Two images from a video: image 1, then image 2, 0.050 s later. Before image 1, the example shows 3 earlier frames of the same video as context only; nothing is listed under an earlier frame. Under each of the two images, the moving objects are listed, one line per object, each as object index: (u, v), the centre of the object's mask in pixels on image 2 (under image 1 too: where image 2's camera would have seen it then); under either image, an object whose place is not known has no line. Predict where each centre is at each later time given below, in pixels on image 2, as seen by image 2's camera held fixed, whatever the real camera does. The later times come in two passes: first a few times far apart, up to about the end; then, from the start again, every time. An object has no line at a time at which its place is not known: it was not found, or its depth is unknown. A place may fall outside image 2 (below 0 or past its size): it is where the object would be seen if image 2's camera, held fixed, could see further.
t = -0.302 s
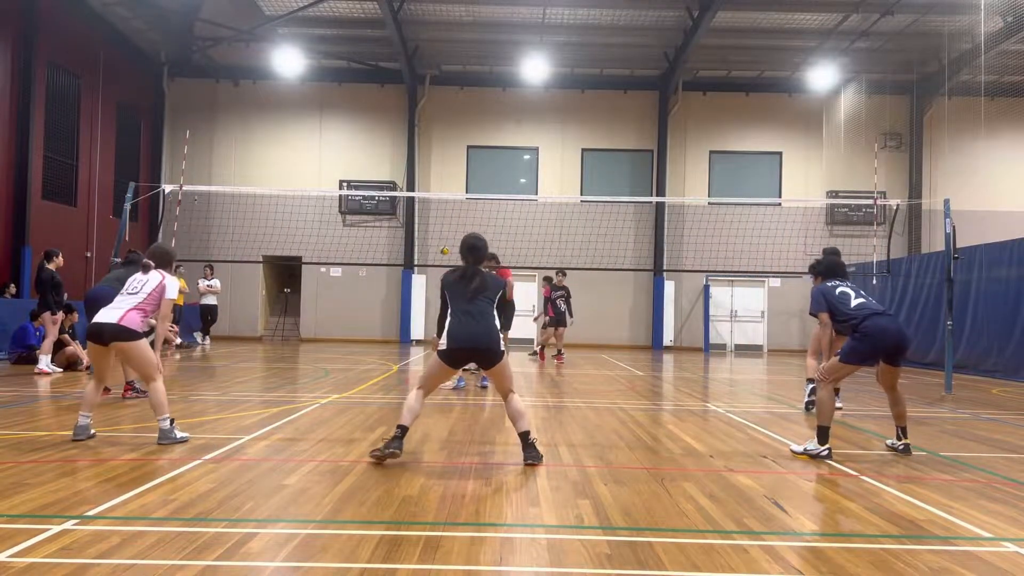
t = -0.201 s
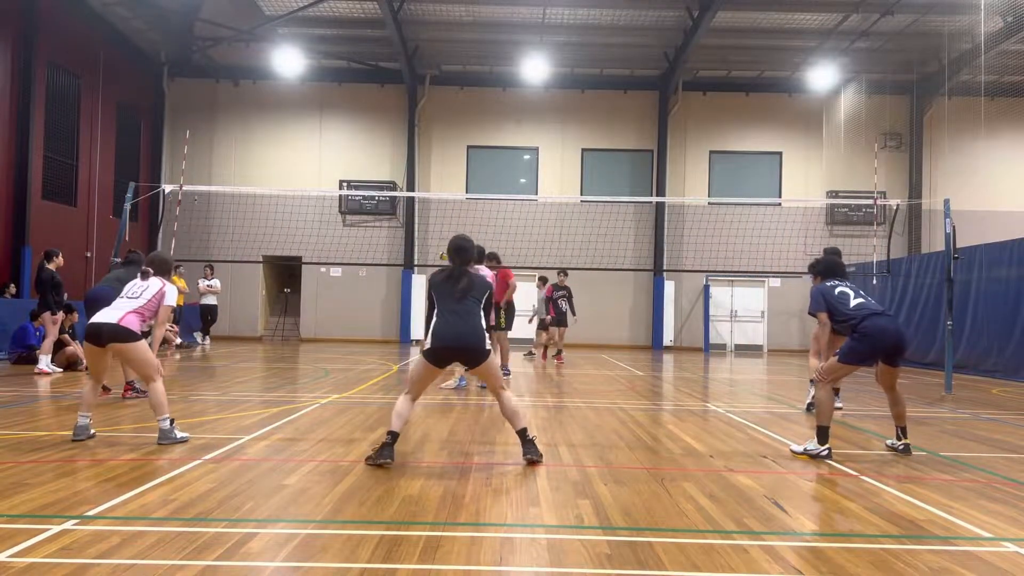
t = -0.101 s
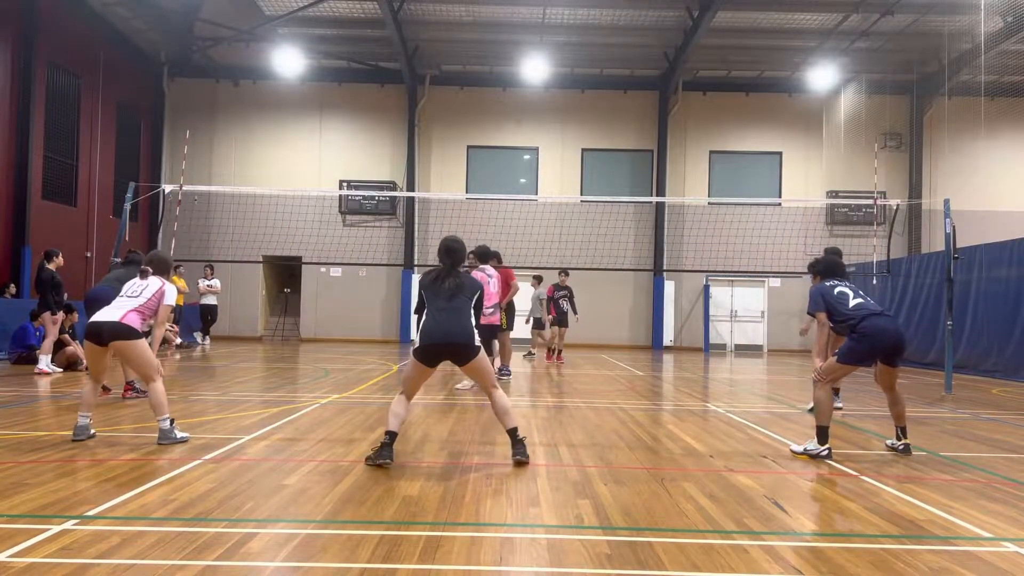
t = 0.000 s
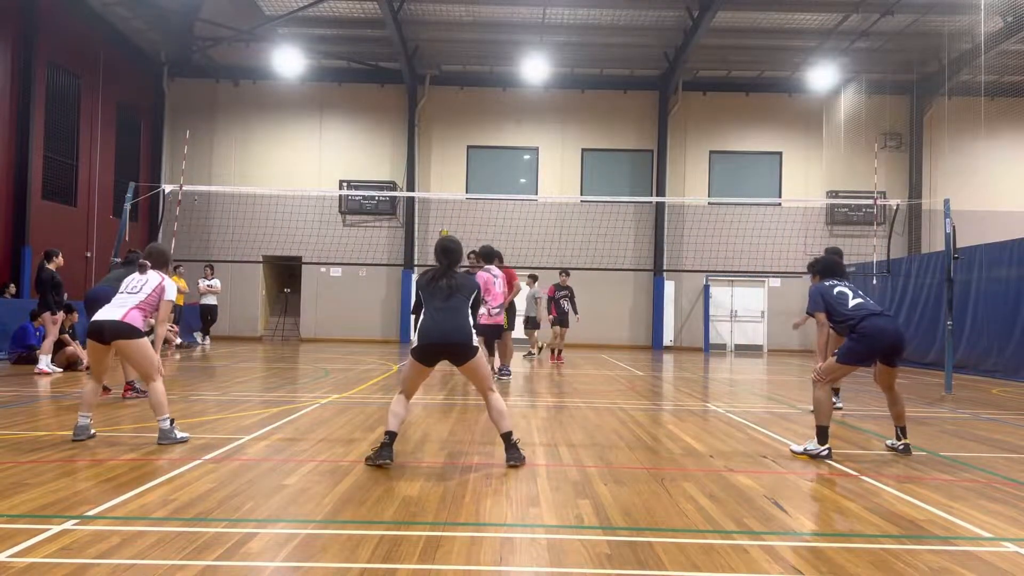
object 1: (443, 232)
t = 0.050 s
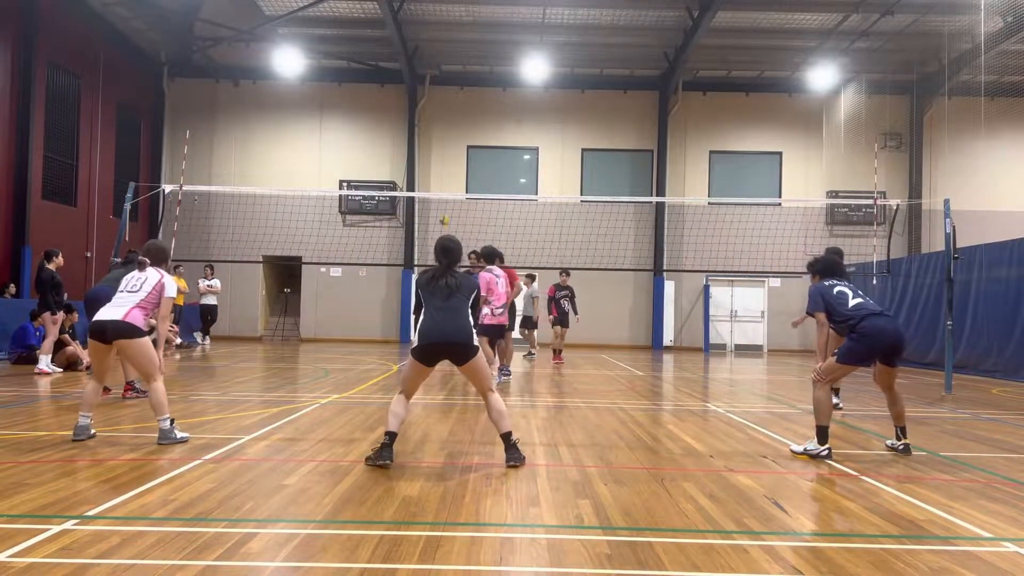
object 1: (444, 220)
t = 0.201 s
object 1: (446, 187)
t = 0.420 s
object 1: (450, 153)
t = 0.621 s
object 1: (453, 140)
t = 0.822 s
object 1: (458, 152)
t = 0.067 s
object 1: (444, 216)
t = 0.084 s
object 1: (445, 212)
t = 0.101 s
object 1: (444, 209)
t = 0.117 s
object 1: (444, 204)
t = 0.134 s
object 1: (444, 201)
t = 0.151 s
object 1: (445, 199)
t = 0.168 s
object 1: (446, 192)
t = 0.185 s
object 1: (446, 190)
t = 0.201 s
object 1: (446, 187)
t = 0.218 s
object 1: (446, 184)
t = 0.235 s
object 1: (447, 181)
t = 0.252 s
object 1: (447, 177)
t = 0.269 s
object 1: (447, 175)
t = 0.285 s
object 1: (448, 172)
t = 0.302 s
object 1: (447, 169)
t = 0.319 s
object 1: (447, 166)
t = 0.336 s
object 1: (448, 163)
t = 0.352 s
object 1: (448, 161)
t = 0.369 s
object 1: (449, 159)
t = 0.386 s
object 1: (449, 157)
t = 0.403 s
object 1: (449, 155)
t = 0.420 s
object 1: (450, 153)
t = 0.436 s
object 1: (450, 151)
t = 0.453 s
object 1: (451, 149)
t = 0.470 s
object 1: (450, 148)
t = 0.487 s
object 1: (451, 146)
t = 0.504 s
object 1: (451, 145)
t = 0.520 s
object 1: (451, 144)
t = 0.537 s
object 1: (451, 142)
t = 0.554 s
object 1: (452, 142)
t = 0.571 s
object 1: (452, 141)
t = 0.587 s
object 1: (452, 140)
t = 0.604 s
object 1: (452, 140)
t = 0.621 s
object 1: (453, 140)
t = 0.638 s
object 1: (453, 140)
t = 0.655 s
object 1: (454, 140)
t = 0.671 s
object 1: (454, 140)
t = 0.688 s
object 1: (454, 141)
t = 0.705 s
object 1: (455, 142)
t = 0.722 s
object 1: (456, 143)
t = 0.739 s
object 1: (456, 144)
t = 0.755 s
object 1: (457, 145)
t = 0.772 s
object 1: (457, 147)
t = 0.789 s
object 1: (458, 149)
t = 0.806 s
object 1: (458, 150)
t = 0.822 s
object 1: (458, 152)
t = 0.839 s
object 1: (459, 155)
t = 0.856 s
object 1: (459, 157)
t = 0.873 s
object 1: (459, 161)
